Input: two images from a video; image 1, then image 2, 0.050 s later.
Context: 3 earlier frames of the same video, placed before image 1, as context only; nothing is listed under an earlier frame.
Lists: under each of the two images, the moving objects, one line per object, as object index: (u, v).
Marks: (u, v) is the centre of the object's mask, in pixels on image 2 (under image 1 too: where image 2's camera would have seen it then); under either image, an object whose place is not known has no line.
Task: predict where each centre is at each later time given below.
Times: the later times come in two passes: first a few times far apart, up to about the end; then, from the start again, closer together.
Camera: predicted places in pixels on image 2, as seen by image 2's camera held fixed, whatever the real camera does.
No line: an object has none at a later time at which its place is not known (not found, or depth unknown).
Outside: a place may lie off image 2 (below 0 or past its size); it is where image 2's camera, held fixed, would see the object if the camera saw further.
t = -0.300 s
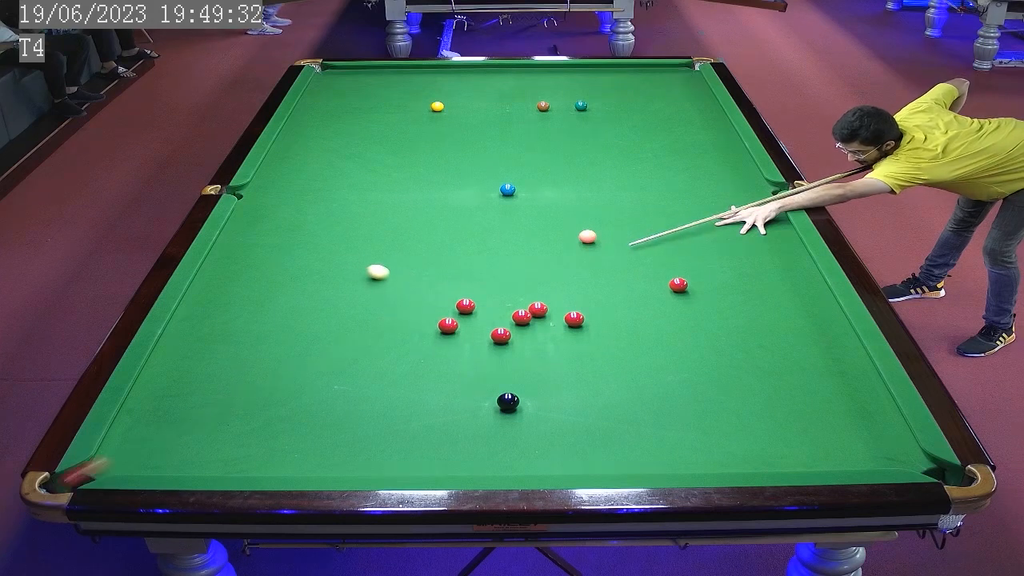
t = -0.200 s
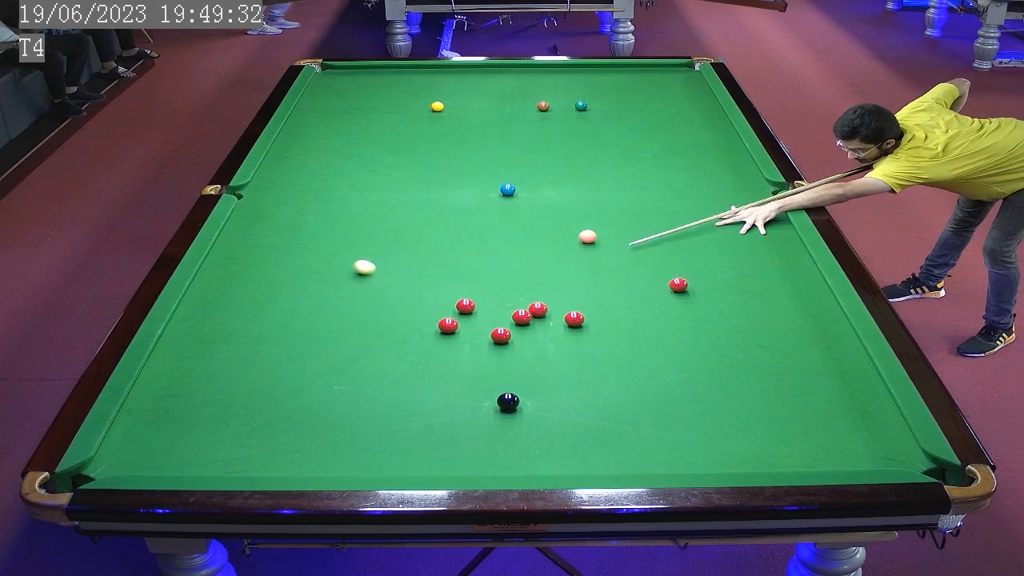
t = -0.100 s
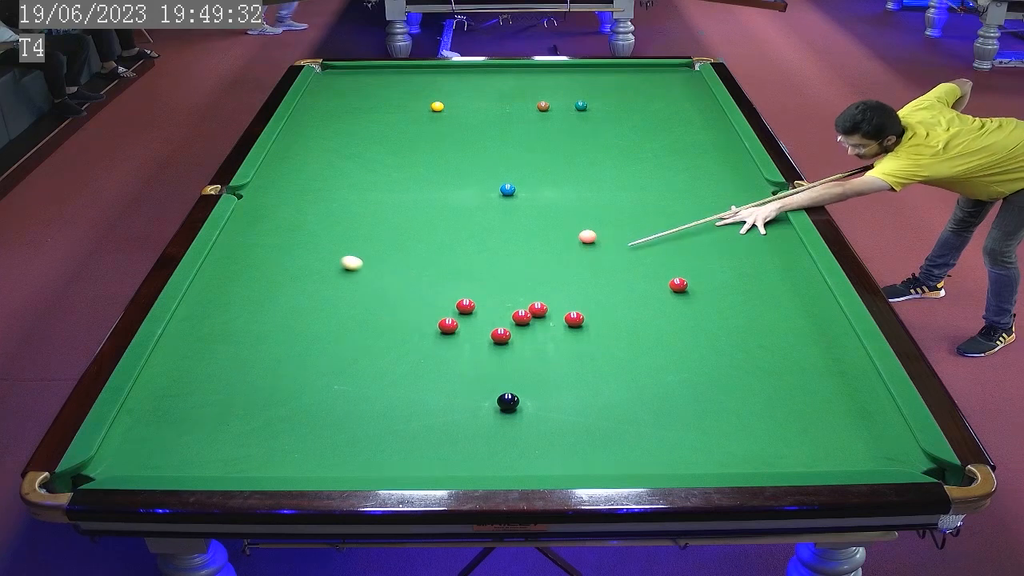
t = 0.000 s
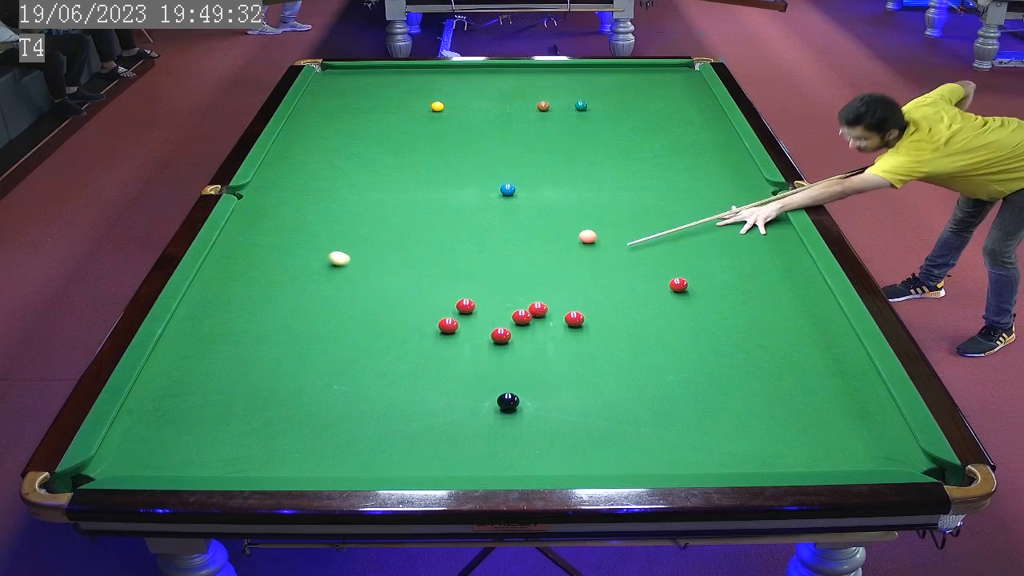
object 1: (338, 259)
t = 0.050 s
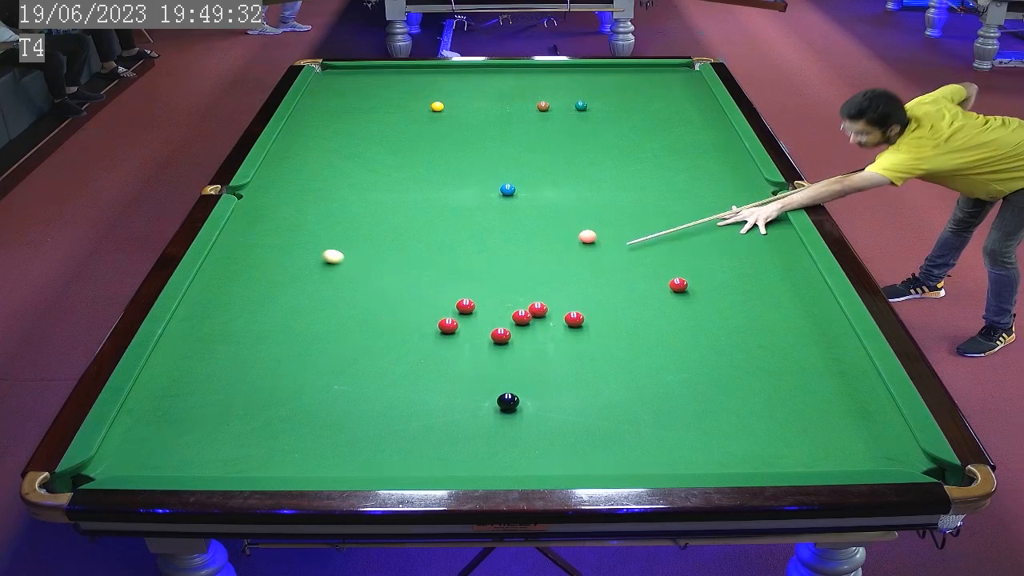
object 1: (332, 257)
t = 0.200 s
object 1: (315, 251)
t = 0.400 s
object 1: (292, 243)
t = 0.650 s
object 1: (266, 234)
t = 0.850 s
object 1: (247, 227)
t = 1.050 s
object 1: (238, 222)
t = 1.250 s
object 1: (255, 216)
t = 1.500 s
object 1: (274, 210)
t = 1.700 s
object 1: (289, 205)
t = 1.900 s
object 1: (303, 201)
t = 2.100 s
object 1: (315, 196)
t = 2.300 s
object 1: (326, 193)
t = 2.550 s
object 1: (339, 189)
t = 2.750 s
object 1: (348, 186)
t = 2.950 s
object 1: (357, 183)
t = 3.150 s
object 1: (365, 181)
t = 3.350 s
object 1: (372, 178)
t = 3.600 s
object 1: (380, 176)
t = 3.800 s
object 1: (385, 175)
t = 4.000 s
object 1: (390, 174)
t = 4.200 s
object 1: (393, 173)
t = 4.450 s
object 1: (397, 171)
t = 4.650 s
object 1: (400, 171)
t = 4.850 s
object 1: (401, 170)
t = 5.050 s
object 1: (401, 170)
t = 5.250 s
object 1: (400, 170)
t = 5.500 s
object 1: (401, 170)
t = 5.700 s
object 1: (401, 170)
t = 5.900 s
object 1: (401, 170)
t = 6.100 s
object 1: (401, 170)
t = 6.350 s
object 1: (401, 170)
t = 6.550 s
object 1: (401, 170)
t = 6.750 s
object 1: (401, 170)
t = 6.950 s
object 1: (401, 170)
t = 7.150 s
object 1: (401, 170)
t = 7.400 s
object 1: (401, 170)
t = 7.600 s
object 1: (401, 170)
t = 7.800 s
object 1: (401, 170)
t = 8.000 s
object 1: (401, 170)
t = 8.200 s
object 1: (401, 170)
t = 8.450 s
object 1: (401, 170)
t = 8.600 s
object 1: (401, 170)
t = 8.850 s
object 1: (401, 170)
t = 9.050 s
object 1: (401, 170)
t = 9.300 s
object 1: (401, 170)
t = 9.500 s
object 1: (401, 170)
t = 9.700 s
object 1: (401, 170)
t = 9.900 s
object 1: (401, 170)
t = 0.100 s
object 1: (326, 255)
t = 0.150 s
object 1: (321, 253)
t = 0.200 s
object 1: (315, 251)
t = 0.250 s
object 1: (309, 249)
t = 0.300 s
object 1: (303, 247)
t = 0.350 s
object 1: (298, 245)
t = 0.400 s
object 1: (292, 243)
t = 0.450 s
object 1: (287, 241)
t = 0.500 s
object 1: (282, 240)
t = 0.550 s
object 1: (276, 238)
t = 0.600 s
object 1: (271, 236)
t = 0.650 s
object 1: (266, 234)
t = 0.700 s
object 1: (262, 233)
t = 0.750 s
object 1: (257, 231)
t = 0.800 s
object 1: (252, 229)
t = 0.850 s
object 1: (247, 227)
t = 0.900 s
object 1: (243, 226)
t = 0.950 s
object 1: (239, 225)
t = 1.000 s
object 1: (235, 223)
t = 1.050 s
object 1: (238, 222)
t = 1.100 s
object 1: (242, 220)
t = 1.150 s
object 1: (246, 219)
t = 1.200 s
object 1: (251, 217)
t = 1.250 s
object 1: (255, 216)
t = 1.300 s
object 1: (259, 214)
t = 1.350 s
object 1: (263, 213)
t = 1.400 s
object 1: (267, 212)
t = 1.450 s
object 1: (270, 211)
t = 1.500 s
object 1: (274, 210)
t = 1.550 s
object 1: (278, 208)
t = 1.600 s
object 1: (282, 207)
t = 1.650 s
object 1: (285, 206)
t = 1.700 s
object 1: (289, 205)
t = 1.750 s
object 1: (292, 204)
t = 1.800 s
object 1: (296, 203)
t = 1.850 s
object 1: (299, 201)
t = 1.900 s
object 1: (303, 201)
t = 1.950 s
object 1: (306, 200)
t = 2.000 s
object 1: (309, 199)
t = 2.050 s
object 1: (312, 198)
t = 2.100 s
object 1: (315, 196)
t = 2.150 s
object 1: (318, 195)
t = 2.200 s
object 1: (321, 195)
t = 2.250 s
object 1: (323, 194)
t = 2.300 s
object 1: (326, 193)
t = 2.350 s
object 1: (329, 192)
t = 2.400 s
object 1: (331, 191)
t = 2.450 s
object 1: (334, 190)
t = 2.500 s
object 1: (336, 190)
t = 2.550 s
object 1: (339, 189)
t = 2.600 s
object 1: (341, 188)
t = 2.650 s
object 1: (344, 187)
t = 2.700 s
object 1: (346, 187)
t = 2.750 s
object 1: (348, 186)
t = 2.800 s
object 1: (351, 185)
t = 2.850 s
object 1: (353, 184)
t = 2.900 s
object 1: (355, 184)
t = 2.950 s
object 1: (357, 183)
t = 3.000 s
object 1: (359, 182)
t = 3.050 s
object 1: (362, 182)
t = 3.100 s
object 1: (363, 182)
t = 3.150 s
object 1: (365, 181)
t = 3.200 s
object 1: (367, 180)
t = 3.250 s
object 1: (369, 180)
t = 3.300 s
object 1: (370, 179)
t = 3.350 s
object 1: (372, 178)
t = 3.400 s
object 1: (374, 178)
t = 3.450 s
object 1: (376, 178)
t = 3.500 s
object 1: (377, 177)
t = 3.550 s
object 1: (378, 177)
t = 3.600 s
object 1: (380, 176)
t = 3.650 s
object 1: (381, 176)
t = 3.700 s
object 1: (383, 176)
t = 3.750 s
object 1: (384, 175)
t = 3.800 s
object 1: (385, 175)
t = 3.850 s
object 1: (387, 175)
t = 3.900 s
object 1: (387, 175)
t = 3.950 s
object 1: (388, 174)
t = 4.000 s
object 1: (390, 174)
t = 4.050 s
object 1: (391, 173)
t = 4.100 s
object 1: (392, 173)
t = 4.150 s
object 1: (393, 173)
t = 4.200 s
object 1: (393, 173)
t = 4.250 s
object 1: (394, 172)
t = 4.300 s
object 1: (395, 172)
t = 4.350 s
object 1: (396, 172)
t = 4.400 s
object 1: (396, 172)
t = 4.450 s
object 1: (397, 171)
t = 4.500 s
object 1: (398, 171)
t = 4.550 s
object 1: (399, 171)
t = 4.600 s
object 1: (399, 171)
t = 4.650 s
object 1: (400, 171)
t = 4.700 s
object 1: (400, 171)
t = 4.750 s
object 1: (400, 171)
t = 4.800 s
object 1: (400, 171)
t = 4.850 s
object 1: (401, 170)
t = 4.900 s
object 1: (401, 170)
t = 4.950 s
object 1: (401, 170)
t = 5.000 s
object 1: (401, 170)
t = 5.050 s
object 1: (401, 170)
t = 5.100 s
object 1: (401, 170)
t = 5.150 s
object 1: (401, 170)
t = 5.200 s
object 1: (400, 170)
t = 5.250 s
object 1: (400, 170)
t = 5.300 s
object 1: (401, 170)
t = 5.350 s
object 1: (401, 170)
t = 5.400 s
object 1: (401, 170)
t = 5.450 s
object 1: (401, 170)
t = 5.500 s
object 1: (401, 170)
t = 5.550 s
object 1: (401, 170)
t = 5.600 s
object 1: (401, 170)
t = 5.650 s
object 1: (401, 170)
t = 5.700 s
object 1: (401, 170)
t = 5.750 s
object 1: (401, 170)
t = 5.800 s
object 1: (401, 170)
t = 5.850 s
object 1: (401, 170)
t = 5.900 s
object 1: (401, 170)
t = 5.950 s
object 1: (401, 170)
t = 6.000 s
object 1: (401, 170)
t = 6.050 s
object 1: (401, 170)
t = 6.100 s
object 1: (401, 170)
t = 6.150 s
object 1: (401, 170)
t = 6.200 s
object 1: (401, 170)
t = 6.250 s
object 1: (401, 170)
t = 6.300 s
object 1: (401, 170)
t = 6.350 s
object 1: (401, 170)
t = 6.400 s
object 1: (401, 170)
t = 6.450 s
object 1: (401, 170)
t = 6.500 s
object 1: (401, 170)
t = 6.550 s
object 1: (401, 170)
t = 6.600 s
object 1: (401, 170)
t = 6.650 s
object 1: (401, 170)
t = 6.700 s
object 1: (401, 170)
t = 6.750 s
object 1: (401, 170)
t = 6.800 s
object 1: (401, 170)
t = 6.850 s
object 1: (401, 170)
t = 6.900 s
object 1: (401, 170)
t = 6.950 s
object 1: (401, 170)
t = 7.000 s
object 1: (401, 170)
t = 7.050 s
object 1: (401, 170)
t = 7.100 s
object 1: (401, 170)
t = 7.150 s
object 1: (401, 170)
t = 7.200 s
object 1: (401, 170)
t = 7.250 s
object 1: (401, 170)
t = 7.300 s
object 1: (401, 170)
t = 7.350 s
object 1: (401, 170)
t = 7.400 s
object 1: (401, 170)
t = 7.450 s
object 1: (401, 170)
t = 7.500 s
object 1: (401, 170)
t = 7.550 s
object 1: (401, 170)
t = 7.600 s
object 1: (401, 170)
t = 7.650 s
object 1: (401, 170)
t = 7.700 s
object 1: (401, 170)
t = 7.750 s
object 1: (401, 170)
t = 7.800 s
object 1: (401, 170)
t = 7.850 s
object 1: (401, 170)
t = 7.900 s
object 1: (401, 170)
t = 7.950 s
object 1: (401, 170)
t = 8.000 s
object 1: (401, 170)
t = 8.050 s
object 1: (401, 170)
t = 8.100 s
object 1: (401, 170)
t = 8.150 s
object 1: (401, 170)
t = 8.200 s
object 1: (401, 170)
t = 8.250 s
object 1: (401, 170)
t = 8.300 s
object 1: (401, 170)
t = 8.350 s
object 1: (401, 170)
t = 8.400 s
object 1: (401, 170)
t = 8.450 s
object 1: (401, 170)
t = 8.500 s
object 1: (401, 170)
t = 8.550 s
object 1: (401, 170)
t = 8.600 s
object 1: (401, 170)
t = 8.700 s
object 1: (401, 170)
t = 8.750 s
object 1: (401, 170)
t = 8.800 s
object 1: (401, 170)
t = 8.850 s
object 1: (401, 170)
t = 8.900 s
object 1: (401, 170)
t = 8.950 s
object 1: (401, 170)
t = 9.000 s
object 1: (401, 170)
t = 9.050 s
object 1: (401, 170)
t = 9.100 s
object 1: (401, 170)
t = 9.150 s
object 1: (401, 170)
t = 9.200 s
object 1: (401, 170)
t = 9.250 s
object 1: (401, 170)
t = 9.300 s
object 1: (401, 170)
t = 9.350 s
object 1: (401, 170)
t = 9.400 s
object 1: (401, 170)
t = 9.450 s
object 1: (401, 170)
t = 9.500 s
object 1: (401, 170)
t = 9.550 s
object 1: (401, 170)
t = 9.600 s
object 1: (401, 170)
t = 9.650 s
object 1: (401, 170)
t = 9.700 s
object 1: (401, 170)
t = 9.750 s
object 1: (401, 170)
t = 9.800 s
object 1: (401, 170)
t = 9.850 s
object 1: (401, 170)
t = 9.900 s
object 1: (401, 170)
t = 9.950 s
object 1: (401, 170)
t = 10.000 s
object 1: (401, 170)
